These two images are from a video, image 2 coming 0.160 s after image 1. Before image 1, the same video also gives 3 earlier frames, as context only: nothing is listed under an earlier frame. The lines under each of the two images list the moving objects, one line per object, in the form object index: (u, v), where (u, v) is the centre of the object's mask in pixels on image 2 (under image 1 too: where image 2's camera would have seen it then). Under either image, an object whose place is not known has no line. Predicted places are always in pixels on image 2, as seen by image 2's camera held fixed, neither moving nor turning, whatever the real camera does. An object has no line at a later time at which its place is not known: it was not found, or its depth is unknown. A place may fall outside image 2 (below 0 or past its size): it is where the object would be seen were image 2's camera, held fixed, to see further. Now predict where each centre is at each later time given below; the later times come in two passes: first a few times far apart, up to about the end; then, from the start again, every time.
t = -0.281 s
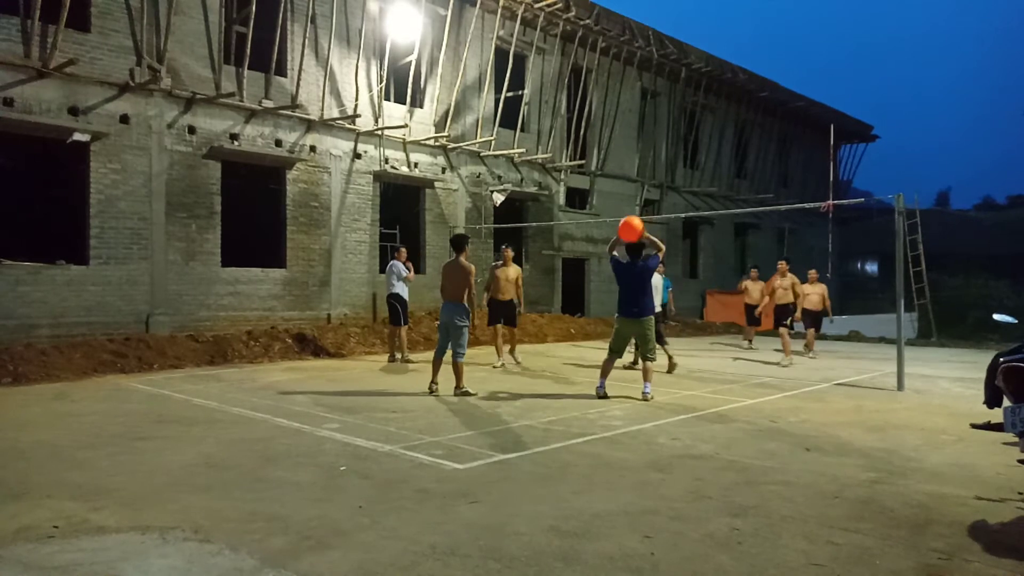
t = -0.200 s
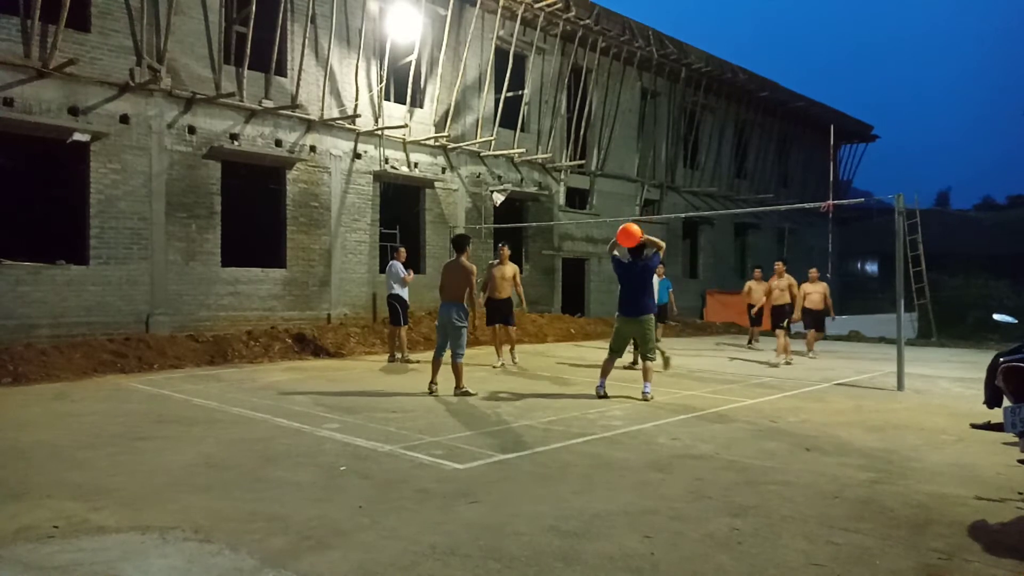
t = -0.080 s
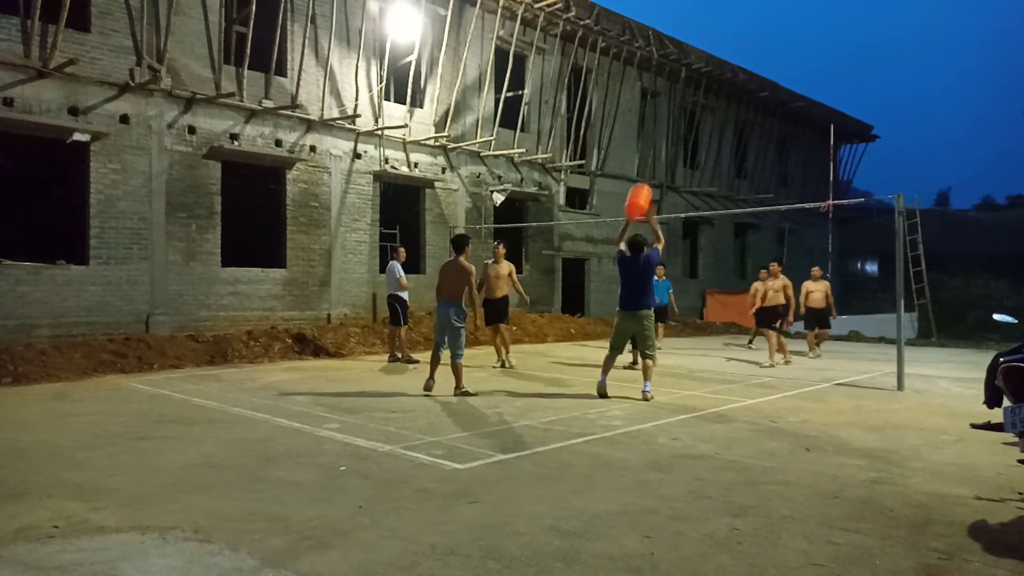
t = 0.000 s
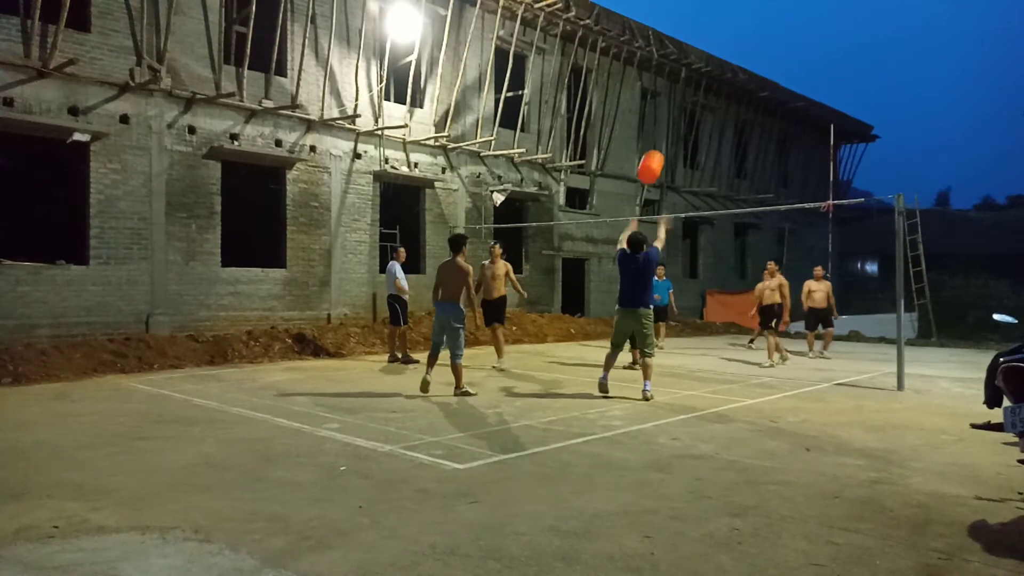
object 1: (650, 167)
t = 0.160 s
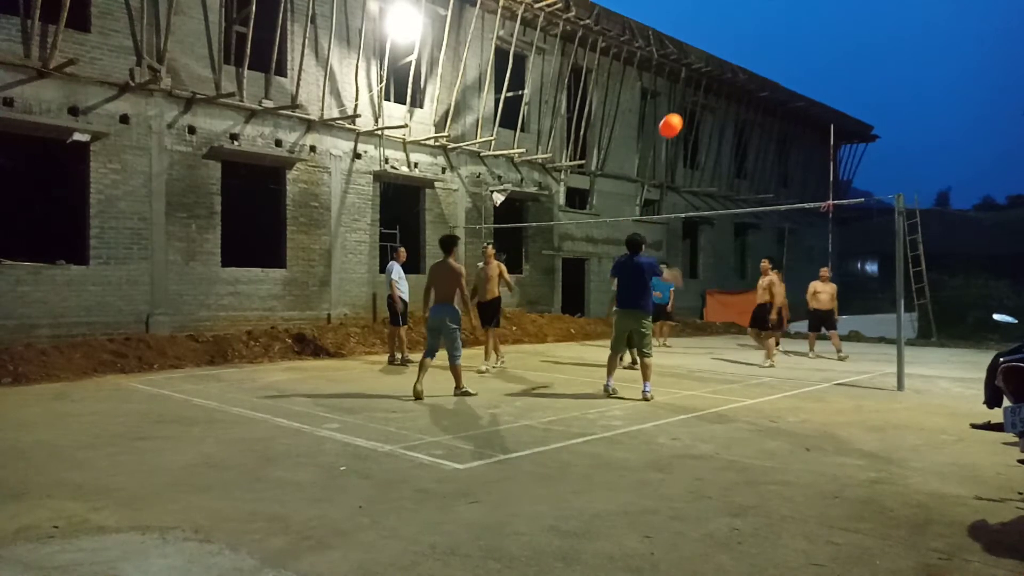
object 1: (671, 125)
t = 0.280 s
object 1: (682, 113)
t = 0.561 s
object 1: (702, 128)
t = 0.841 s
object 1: (716, 184)
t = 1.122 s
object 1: (725, 267)
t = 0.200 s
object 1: (675, 120)
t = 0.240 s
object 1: (679, 116)
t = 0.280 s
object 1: (682, 113)
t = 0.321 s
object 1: (685, 112)
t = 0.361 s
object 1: (689, 112)
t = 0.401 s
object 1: (692, 113)
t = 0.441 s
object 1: (694, 115)
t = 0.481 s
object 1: (697, 119)
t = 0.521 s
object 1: (699, 123)
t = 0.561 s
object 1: (702, 128)
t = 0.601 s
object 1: (704, 134)
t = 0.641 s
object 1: (707, 141)
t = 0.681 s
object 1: (708, 148)
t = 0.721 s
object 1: (710, 156)
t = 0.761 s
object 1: (712, 165)
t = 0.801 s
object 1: (714, 174)
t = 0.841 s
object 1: (716, 184)
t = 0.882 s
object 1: (717, 194)
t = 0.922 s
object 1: (718, 203)
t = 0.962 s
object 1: (720, 217)
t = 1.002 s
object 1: (721, 229)
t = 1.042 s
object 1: (722, 241)
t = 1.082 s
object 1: (724, 254)
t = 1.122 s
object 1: (725, 267)
